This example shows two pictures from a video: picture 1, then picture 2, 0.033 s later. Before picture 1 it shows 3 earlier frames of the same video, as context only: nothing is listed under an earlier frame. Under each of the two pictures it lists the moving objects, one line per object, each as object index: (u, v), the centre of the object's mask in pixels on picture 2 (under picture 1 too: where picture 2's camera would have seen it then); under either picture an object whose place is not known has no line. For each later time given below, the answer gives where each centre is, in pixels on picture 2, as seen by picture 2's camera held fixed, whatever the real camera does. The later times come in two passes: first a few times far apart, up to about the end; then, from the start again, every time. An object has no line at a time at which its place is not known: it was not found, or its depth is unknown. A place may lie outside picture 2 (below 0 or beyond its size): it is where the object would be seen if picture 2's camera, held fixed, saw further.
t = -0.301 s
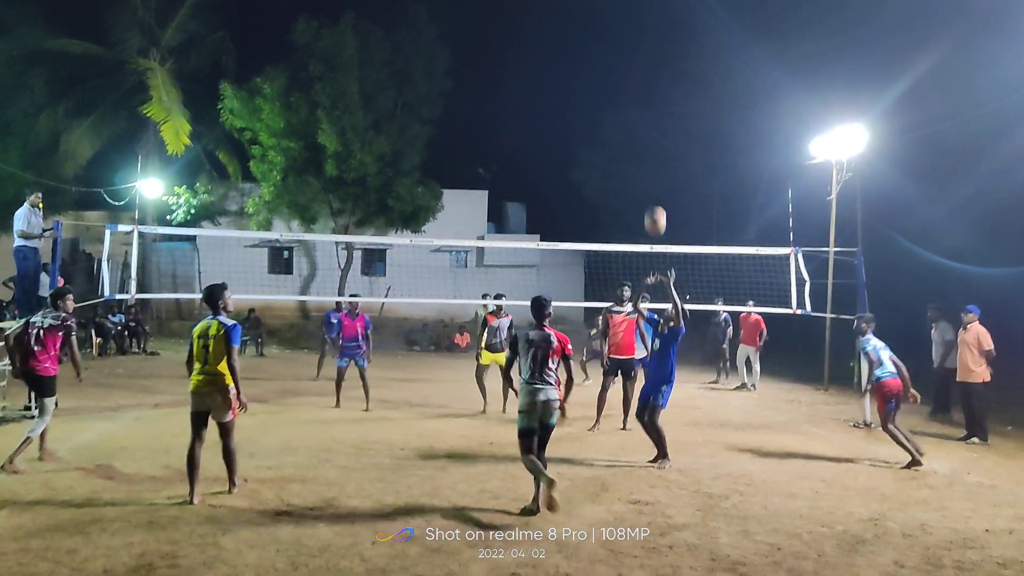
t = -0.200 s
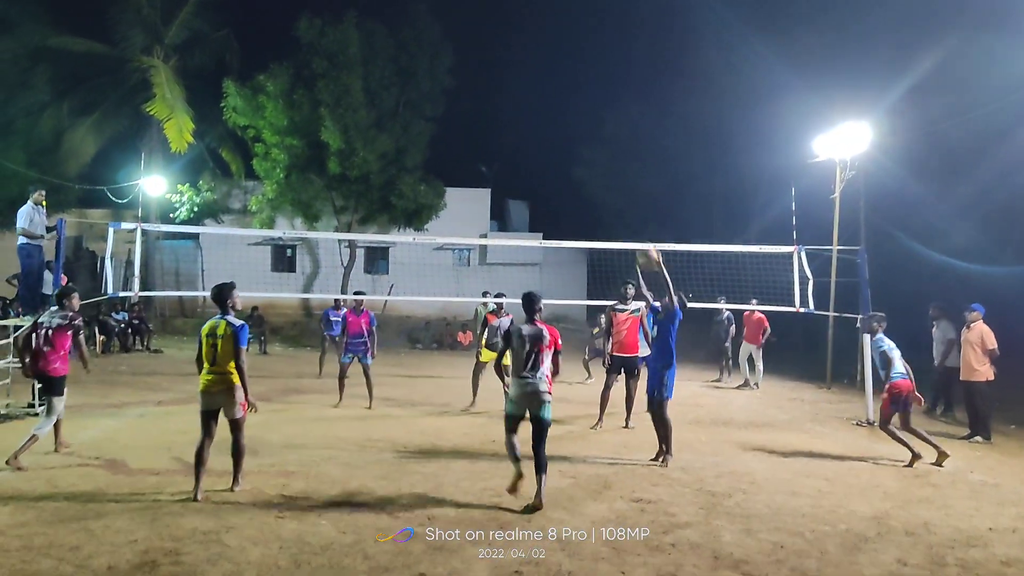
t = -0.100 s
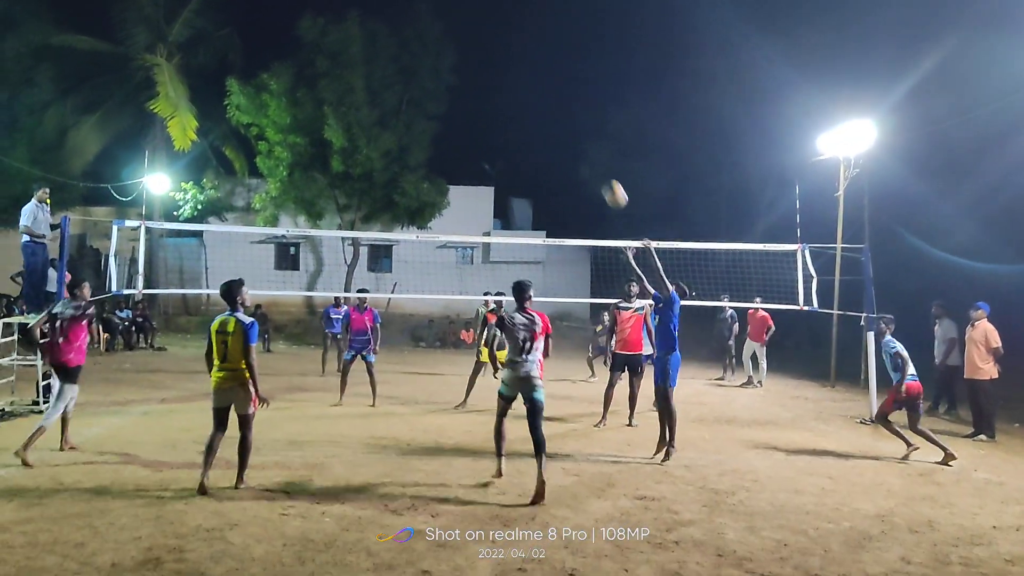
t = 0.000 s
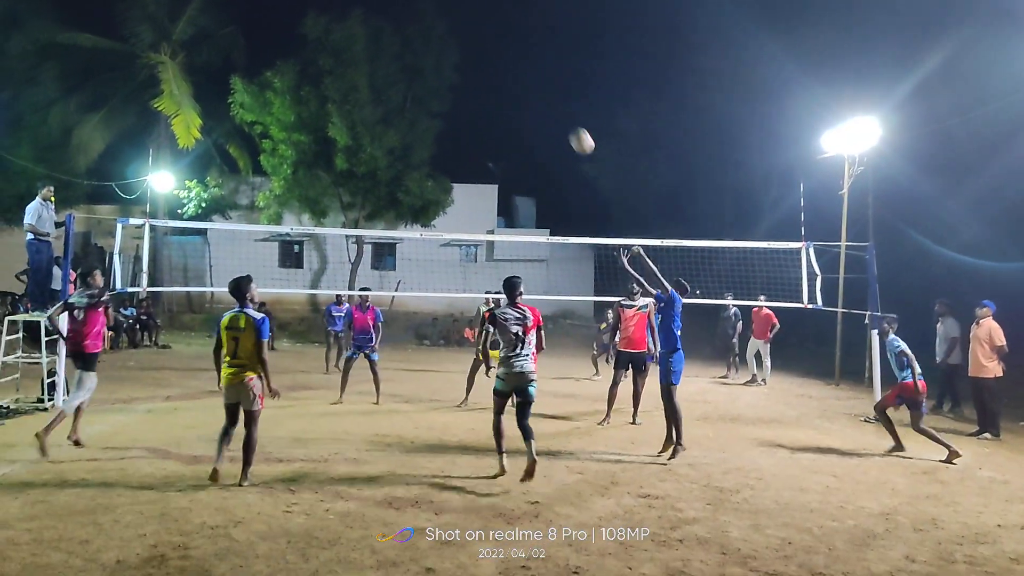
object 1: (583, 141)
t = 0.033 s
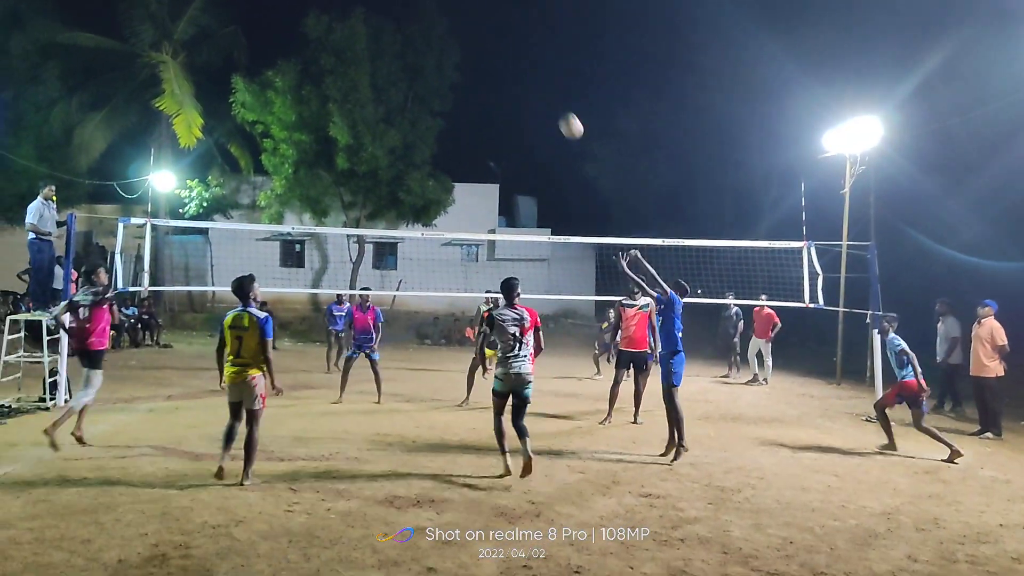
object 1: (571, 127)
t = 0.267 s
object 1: (490, 54)
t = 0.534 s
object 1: (405, 34)
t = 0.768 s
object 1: (335, 68)
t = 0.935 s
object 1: (289, 120)
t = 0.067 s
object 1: (559, 113)
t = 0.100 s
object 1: (547, 100)
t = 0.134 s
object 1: (535, 89)
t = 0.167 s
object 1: (524, 78)
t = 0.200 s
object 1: (512, 69)
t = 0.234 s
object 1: (501, 61)
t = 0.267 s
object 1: (490, 54)
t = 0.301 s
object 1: (479, 48)
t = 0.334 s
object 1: (468, 43)
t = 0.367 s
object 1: (458, 39)
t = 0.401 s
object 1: (447, 36)
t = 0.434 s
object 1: (436, 34)
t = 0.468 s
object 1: (426, 33)
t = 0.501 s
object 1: (416, 33)
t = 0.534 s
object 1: (405, 34)
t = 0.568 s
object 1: (395, 36)
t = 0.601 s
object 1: (385, 39)
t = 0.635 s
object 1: (374, 43)
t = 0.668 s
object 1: (365, 48)
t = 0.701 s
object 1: (355, 53)
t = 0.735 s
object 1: (345, 60)
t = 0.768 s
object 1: (335, 68)
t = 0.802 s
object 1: (326, 77)
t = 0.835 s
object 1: (316, 87)
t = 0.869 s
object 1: (307, 97)
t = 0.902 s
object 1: (298, 108)
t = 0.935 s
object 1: (289, 120)
